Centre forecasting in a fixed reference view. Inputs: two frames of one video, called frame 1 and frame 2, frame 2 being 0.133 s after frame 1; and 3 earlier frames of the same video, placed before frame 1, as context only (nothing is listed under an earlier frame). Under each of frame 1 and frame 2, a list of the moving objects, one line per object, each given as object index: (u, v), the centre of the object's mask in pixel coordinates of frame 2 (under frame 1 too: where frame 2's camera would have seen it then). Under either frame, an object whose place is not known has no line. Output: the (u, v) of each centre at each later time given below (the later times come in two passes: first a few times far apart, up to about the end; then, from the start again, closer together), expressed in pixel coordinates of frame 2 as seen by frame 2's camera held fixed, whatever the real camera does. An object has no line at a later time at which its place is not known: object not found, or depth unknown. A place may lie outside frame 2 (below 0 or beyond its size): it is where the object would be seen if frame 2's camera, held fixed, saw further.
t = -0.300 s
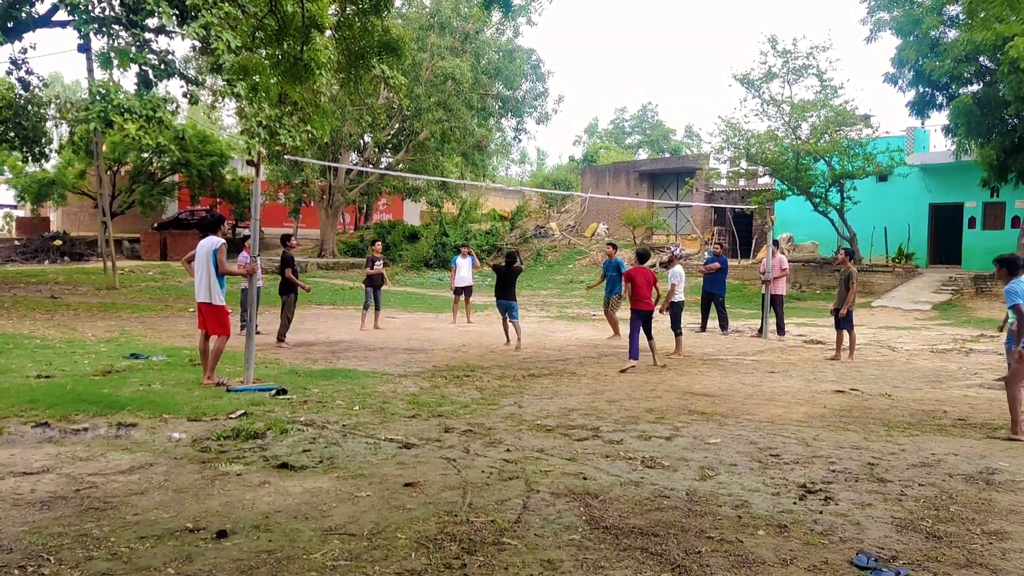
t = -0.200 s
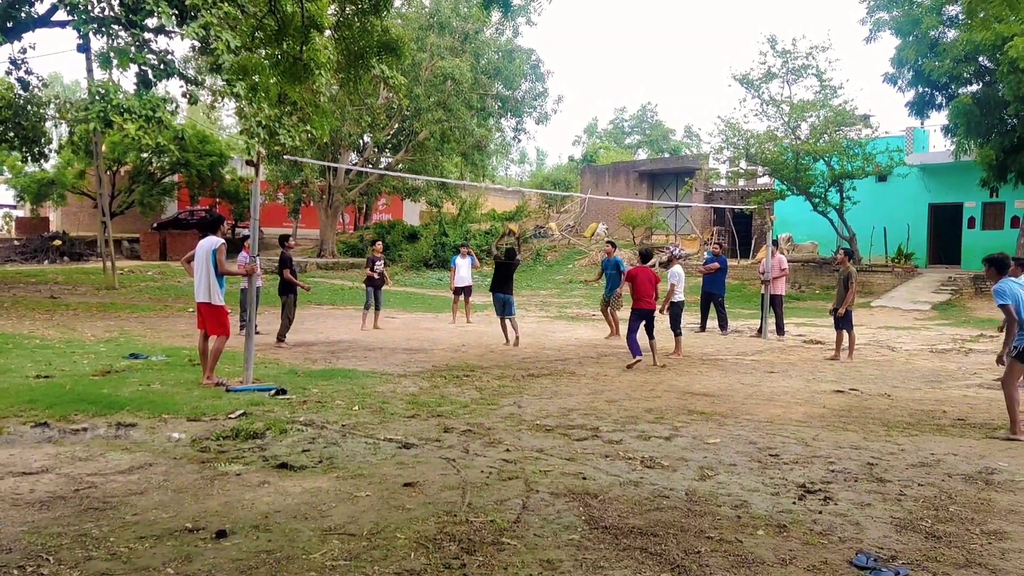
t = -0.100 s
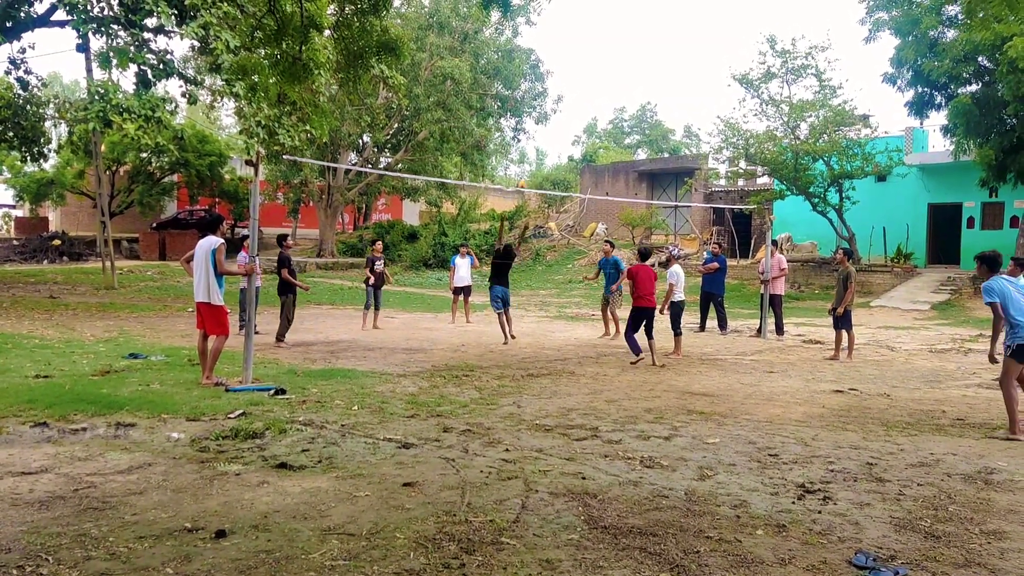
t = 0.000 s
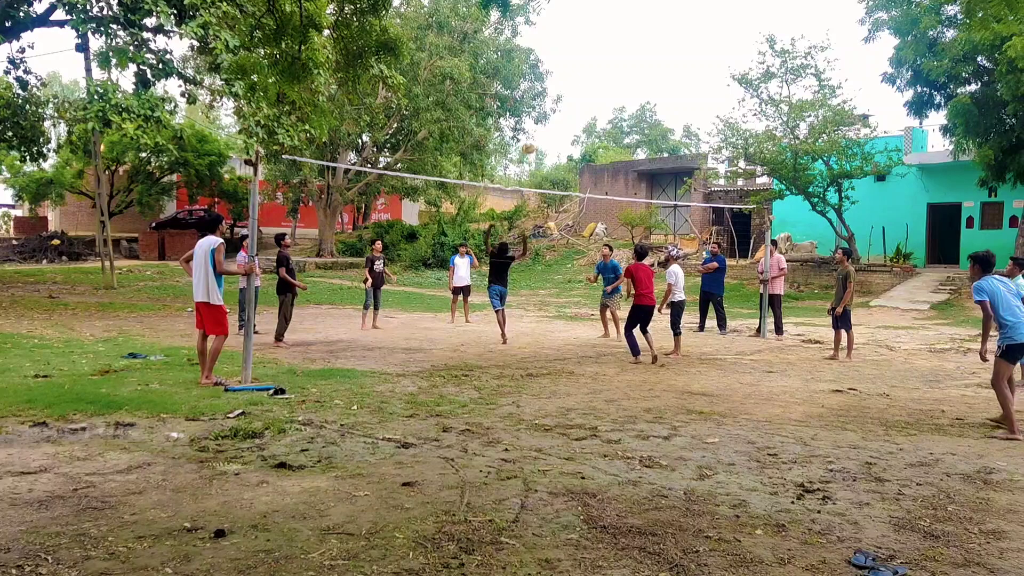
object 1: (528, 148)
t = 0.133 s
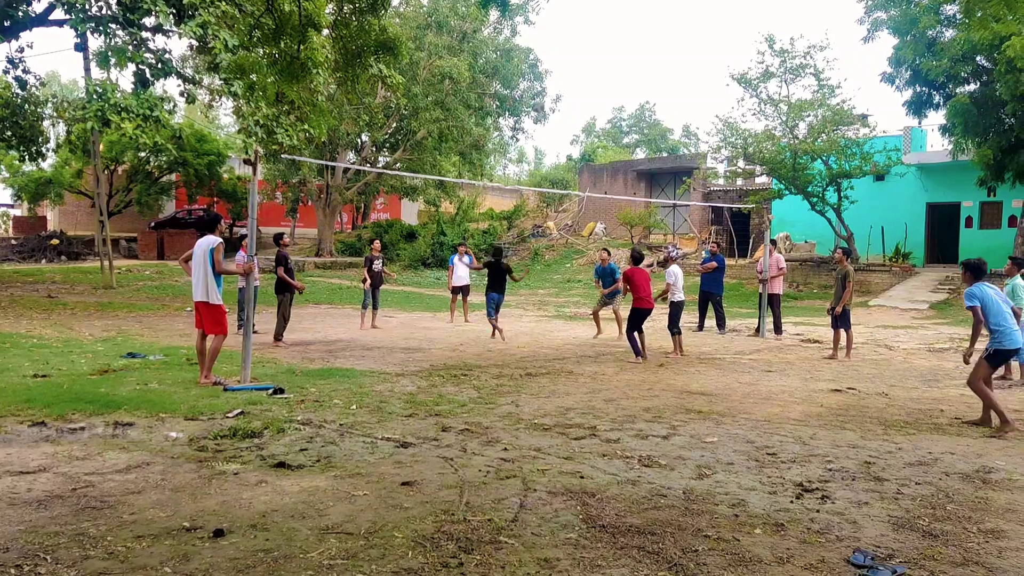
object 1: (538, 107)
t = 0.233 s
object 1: (546, 83)
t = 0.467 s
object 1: (564, 51)
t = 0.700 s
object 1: (581, 54)
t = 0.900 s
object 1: (595, 83)
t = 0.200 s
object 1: (543, 90)
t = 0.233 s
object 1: (546, 83)
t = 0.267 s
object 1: (549, 76)
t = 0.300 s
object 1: (551, 70)
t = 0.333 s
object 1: (554, 65)
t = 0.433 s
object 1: (562, 54)
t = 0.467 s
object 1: (564, 51)
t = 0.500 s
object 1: (567, 49)
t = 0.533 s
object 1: (569, 48)
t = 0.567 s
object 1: (571, 46)
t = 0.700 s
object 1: (581, 54)
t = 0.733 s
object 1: (583, 57)
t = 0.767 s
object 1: (585, 61)
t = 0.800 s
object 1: (588, 66)
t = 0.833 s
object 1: (590, 71)
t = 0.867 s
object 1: (592, 77)
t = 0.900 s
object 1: (595, 83)
